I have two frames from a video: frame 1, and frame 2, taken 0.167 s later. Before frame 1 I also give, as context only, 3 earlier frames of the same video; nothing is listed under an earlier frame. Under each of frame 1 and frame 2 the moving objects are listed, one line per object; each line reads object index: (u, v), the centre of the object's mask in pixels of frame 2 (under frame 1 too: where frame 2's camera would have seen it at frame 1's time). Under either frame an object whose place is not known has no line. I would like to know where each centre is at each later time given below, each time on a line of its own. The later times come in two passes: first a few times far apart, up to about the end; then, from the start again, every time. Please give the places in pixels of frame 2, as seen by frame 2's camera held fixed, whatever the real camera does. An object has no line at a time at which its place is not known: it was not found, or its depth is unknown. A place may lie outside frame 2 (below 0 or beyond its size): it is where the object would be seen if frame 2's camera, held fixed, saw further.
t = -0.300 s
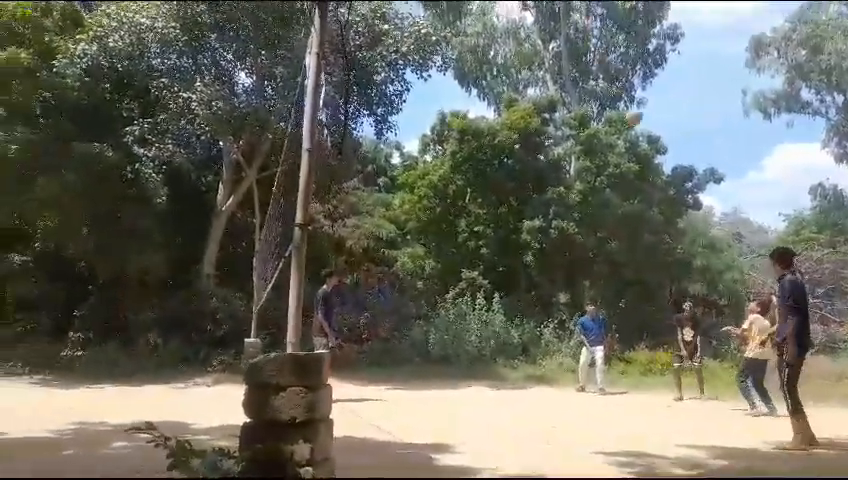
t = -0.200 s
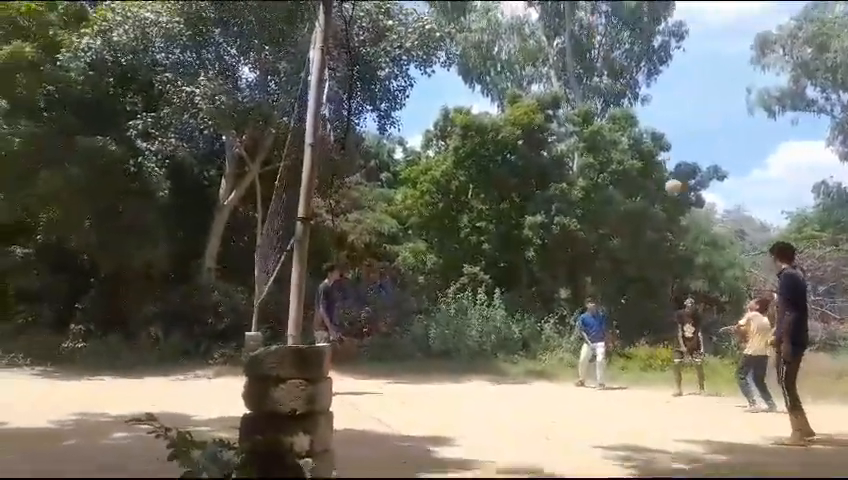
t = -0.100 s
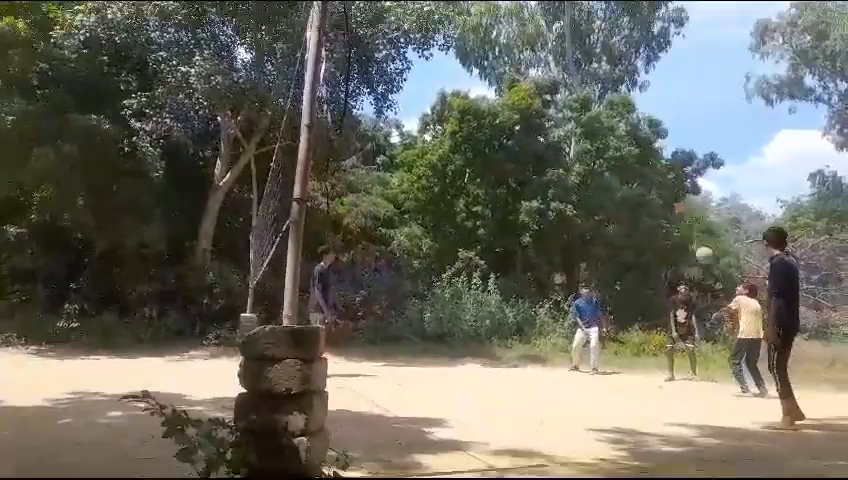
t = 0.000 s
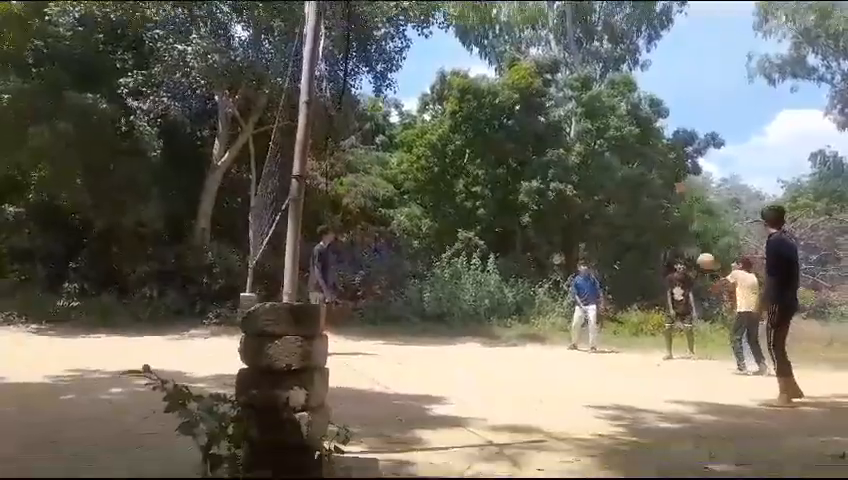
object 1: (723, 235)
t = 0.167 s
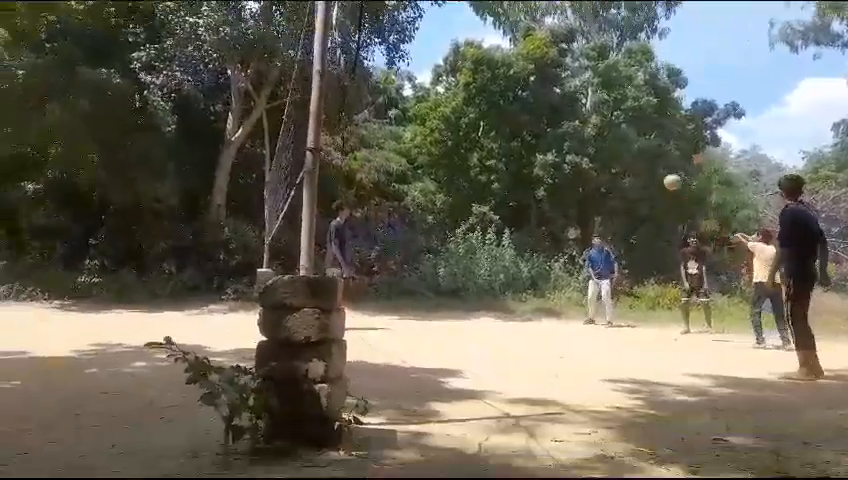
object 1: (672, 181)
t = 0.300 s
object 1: (633, 154)
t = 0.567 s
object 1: (558, 139)
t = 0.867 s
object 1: (471, 187)
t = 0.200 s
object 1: (661, 173)
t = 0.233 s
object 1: (653, 166)
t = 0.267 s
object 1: (643, 159)
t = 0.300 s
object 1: (633, 154)
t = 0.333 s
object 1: (623, 149)
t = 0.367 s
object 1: (613, 146)
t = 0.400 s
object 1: (604, 143)
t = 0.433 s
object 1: (594, 141)
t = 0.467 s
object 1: (586, 140)
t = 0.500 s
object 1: (576, 139)
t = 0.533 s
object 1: (567, 139)
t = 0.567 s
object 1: (558, 139)
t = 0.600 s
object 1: (540, 142)
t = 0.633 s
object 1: (530, 146)
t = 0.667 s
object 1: (522, 149)
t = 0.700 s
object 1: (513, 154)
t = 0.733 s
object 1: (504, 160)
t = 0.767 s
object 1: (496, 166)
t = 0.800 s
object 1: (487, 173)
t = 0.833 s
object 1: (479, 180)
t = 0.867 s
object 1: (471, 187)
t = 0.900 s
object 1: (463, 196)
